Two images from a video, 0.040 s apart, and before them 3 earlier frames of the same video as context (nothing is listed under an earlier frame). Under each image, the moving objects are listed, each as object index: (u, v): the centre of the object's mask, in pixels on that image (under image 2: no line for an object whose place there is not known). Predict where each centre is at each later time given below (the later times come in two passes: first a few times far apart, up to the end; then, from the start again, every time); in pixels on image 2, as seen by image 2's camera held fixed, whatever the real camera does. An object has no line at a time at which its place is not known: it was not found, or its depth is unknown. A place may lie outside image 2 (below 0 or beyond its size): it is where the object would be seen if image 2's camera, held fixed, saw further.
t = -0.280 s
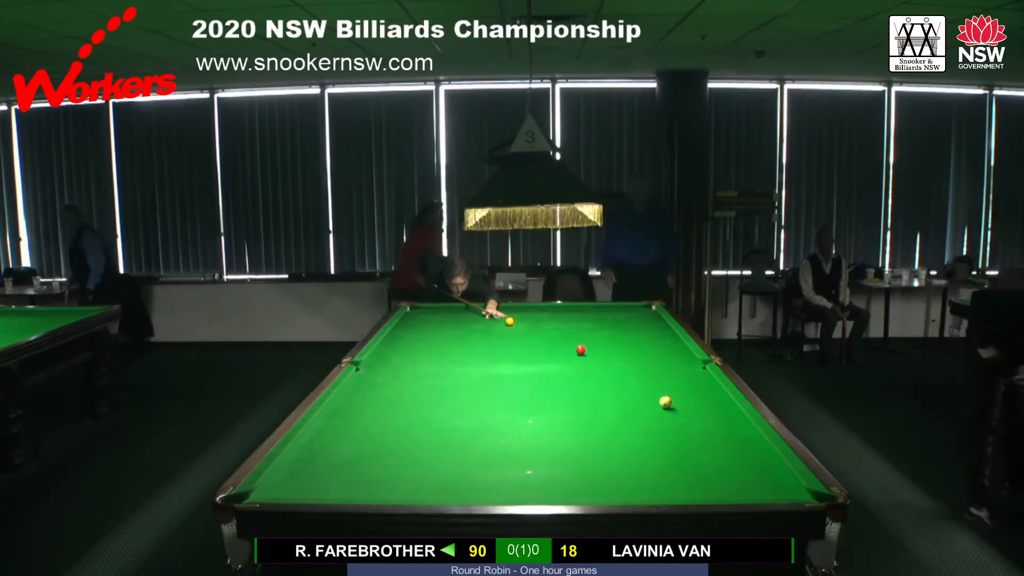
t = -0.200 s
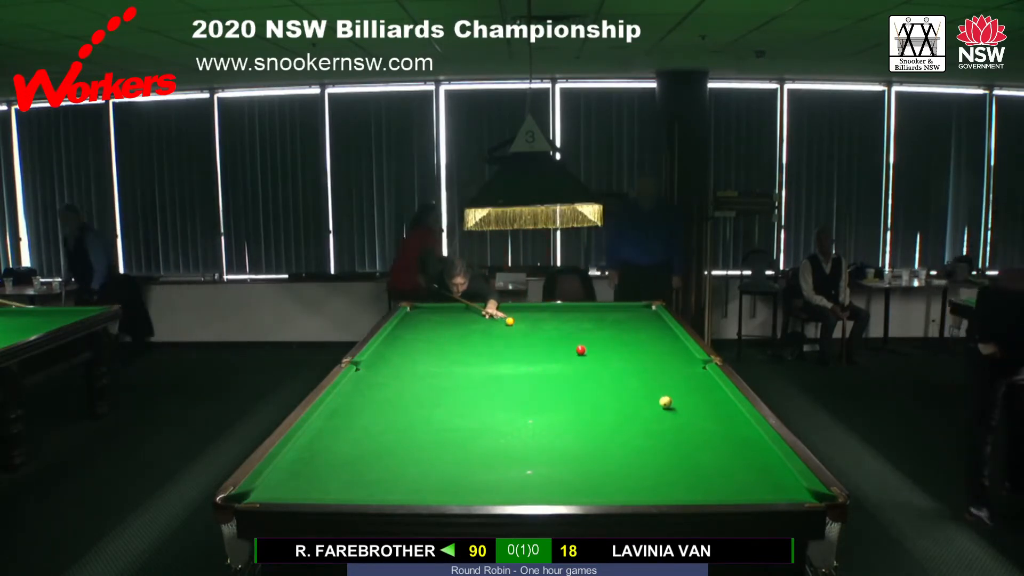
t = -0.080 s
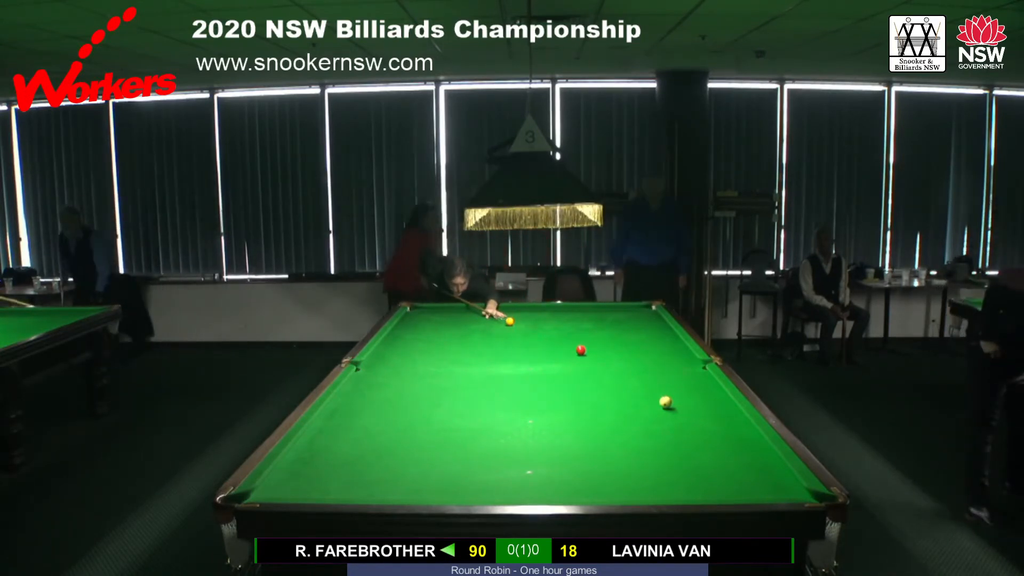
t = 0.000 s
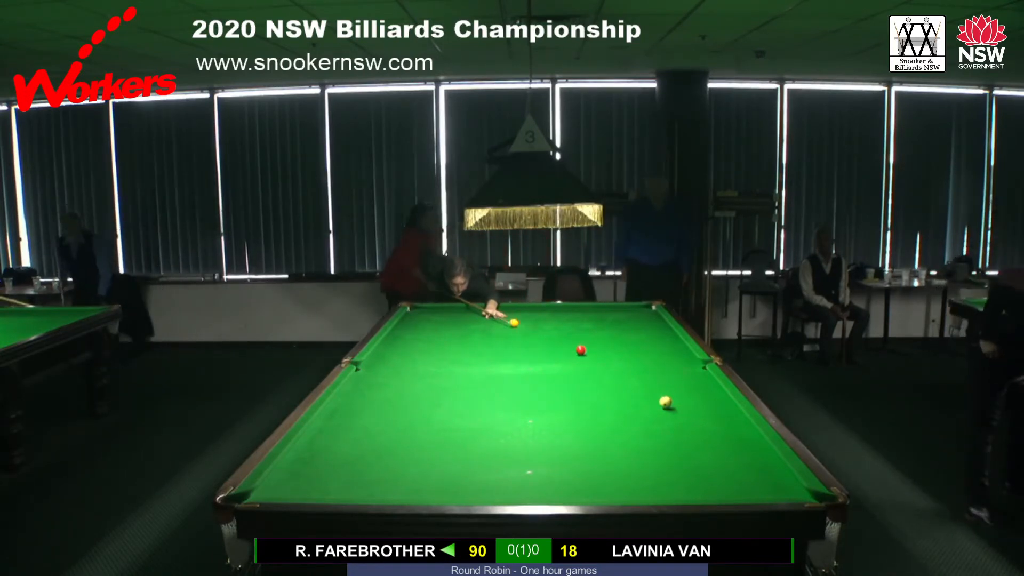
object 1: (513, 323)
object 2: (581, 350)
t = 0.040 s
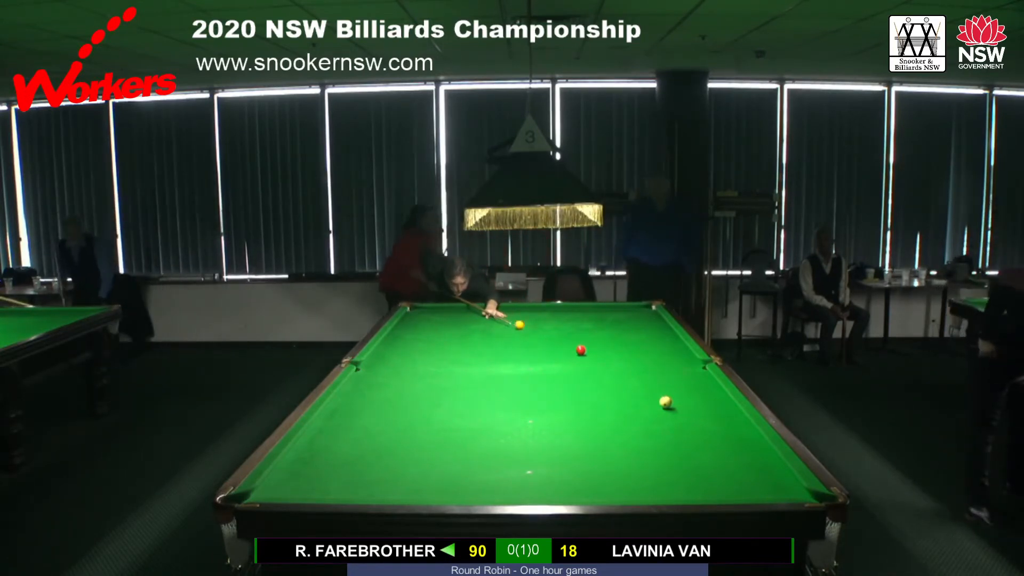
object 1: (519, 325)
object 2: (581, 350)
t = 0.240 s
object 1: (543, 334)
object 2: (581, 350)
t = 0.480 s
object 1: (572, 345)
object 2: (581, 350)
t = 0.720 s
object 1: (601, 350)
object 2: (585, 358)
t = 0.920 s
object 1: (624, 352)
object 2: (589, 366)
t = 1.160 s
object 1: (651, 356)
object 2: (595, 376)
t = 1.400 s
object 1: (678, 359)
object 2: (601, 387)
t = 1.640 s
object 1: (703, 363)
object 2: (607, 399)
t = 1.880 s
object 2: (614, 411)
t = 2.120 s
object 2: (621, 424)
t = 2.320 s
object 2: (628, 436)
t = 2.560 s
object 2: (636, 450)
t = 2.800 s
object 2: (644, 466)
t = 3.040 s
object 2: (653, 482)
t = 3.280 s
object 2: (661, 494)
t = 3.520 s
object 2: (659, 487)
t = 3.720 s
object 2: (657, 477)
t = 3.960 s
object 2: (655, 468)
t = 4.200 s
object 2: (653, 460)
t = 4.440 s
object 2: (652, 453)
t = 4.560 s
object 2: (651, 450)
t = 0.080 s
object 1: (525, 327)
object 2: (581, 350)
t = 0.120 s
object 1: (529, 329)
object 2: (581, 350)
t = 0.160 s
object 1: (534, 330)
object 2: (581, 350)
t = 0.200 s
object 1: (539, 332)
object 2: (581, 350)
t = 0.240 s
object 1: (543, 334)
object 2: (581, 350)
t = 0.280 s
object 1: (548, 336)
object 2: (581, 350)
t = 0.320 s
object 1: (553, 338)
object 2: (581, 350)
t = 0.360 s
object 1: (558, 339)
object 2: (581, 350)
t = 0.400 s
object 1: (563, 341)
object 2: (581, 350)
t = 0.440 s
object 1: (568, 343)
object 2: (581, 350)
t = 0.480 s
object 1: (572, 345)
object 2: (581, 350)
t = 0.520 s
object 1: (576, 345)
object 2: (581, 350)
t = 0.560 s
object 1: (583, 346)
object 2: (582, 352)
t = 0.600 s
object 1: (588, 348)
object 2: (583, 354)
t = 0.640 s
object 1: (592, 348)
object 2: (583, 355)
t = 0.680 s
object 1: (596, 349)
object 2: (584, 356)
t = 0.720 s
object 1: (601, 350)
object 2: (585, 358)
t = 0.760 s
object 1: (606, 350)
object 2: (586, 360)
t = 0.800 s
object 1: (610, 351)
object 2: (587, 361)
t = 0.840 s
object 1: (615, 351)
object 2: (588, 363)
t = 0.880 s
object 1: (619, 352)
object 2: (589, 364)
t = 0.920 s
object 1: (624, 352)
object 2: (589, 366)
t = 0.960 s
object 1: (628, 353)
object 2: (590, 368)
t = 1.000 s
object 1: (633, 354)
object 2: (591, 369)
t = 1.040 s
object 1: (638, 354)
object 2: (592, 371)
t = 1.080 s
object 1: (642, 355)
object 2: (593, 373)
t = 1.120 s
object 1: (647, 355)
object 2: (594, 374)
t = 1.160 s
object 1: (651, 356)
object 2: (595, 376)
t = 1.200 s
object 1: (656, 356)
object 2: (596, 378)
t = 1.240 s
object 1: (660, 357)
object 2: (597, 380)
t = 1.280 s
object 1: (664, 357)
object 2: (598, 382)
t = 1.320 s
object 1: (669, 358)
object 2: (599, 383)
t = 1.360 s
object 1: (673, 359)
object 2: (600, 385)
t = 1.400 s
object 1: (678, 359)
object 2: (601, 387)
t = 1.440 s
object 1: (682, 360)
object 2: (602, 389)
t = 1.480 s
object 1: (686, 360)
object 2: (603, 391)
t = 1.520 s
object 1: (691, 361)
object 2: (604, 393)
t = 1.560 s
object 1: (695, 361)
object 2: (605, 395)
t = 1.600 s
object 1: (700, 362)
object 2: (606, 397)
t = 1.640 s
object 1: (703, 363)
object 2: (607, 399)
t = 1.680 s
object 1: (706, 365)
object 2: (609, 401)
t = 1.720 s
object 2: (610, 403)
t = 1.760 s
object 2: (611, 404)
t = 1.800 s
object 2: (612, 407)
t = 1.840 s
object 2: (613, 409)
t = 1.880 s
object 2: (614, 411)
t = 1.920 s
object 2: (615, 413)
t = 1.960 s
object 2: (616, 415)
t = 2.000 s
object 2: (618, 417)
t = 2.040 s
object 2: (619, 419)
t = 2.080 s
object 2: (620, 422)
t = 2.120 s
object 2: (621, 424)
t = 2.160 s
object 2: (623, 426)
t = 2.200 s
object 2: (624, 428)
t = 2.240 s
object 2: (625, 431)
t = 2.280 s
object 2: (626, 433)
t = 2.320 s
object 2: (628, 436)
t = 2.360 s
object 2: (629, 438)
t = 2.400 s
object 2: (630, 441)
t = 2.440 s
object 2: (632, 443)
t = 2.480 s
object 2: (633, 445)
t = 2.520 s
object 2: (634, 448)
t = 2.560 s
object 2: (636, 450)
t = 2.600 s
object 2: (637, 453)
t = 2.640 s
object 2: (638, 455)
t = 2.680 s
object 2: (640, 458)
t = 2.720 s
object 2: (641, 461)
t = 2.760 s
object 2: (643, 463)
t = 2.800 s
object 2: (644, 466)
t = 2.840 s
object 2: (645, 469)
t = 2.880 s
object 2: (647, 471)
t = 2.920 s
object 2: (648, 474)
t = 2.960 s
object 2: (650, 477)
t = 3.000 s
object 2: (651, 480)
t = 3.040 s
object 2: (653, 482)
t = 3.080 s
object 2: (654, 485)
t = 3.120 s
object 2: (656, 488)
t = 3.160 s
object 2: (658, 490)
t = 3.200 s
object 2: (659, 492)
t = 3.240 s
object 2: (661, 494)
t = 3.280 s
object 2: (661, 494)
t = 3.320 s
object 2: (661, 493)
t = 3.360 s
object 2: (661, 492)
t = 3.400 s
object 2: (660, 491)
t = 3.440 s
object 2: (660, 490)
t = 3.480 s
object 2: (660, 489)
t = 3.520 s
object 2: (659, 487)
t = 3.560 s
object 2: (658, 485)
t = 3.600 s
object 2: (658, 482)
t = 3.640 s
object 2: (658, 481)
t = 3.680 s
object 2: (657, 479)
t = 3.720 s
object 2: (657, 477)
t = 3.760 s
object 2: (656, 476)
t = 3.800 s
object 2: (656, 474)
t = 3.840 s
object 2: (656, 472)
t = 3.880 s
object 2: (656, 471)
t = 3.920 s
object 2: (655, 469)
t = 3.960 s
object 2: (655, 468)
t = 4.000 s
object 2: (655, 467)
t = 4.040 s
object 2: (654, 465)
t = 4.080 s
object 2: (654, 464)
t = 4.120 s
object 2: (654, 462)
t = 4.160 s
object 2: (654, 461)
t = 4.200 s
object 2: (653, 460)
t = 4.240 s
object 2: (653, 458)
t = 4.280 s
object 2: (653, 457)
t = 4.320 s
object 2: (652, 456)
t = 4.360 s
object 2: (652, 455)
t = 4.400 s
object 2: (652, 454)
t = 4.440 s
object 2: (652, 453)
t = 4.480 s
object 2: (651, 452)
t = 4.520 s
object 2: (651, 451)
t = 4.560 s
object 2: (651, 450)
